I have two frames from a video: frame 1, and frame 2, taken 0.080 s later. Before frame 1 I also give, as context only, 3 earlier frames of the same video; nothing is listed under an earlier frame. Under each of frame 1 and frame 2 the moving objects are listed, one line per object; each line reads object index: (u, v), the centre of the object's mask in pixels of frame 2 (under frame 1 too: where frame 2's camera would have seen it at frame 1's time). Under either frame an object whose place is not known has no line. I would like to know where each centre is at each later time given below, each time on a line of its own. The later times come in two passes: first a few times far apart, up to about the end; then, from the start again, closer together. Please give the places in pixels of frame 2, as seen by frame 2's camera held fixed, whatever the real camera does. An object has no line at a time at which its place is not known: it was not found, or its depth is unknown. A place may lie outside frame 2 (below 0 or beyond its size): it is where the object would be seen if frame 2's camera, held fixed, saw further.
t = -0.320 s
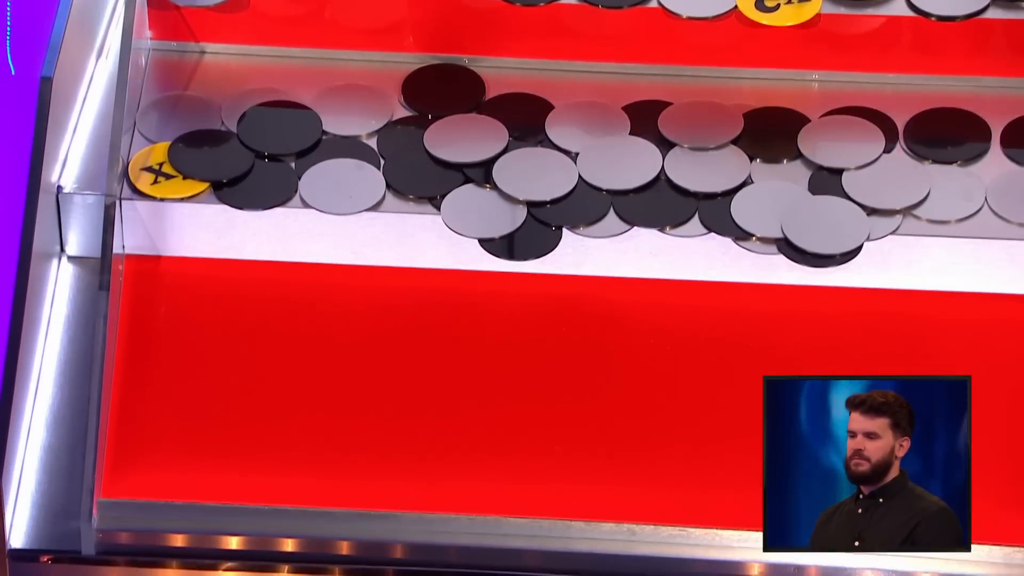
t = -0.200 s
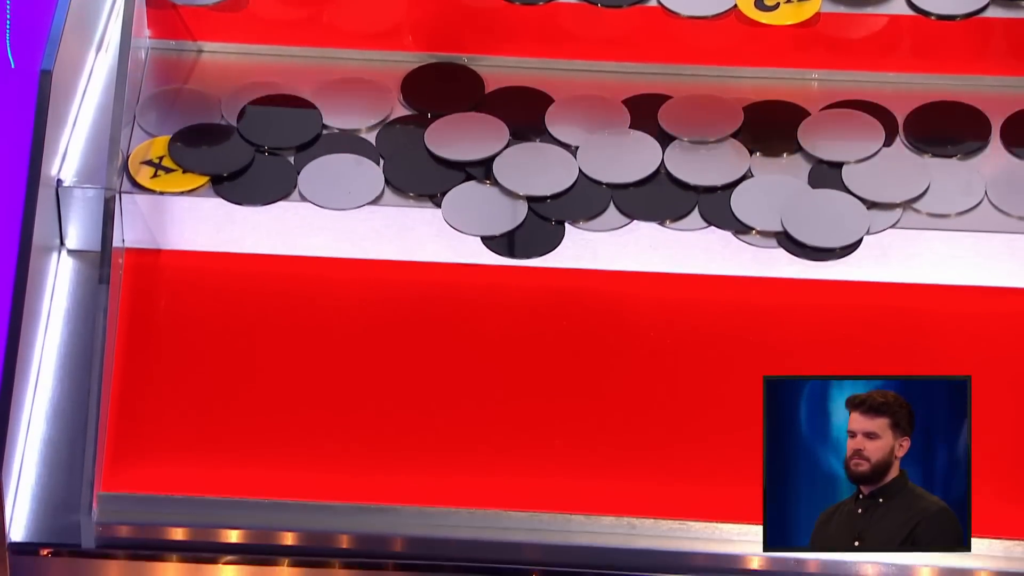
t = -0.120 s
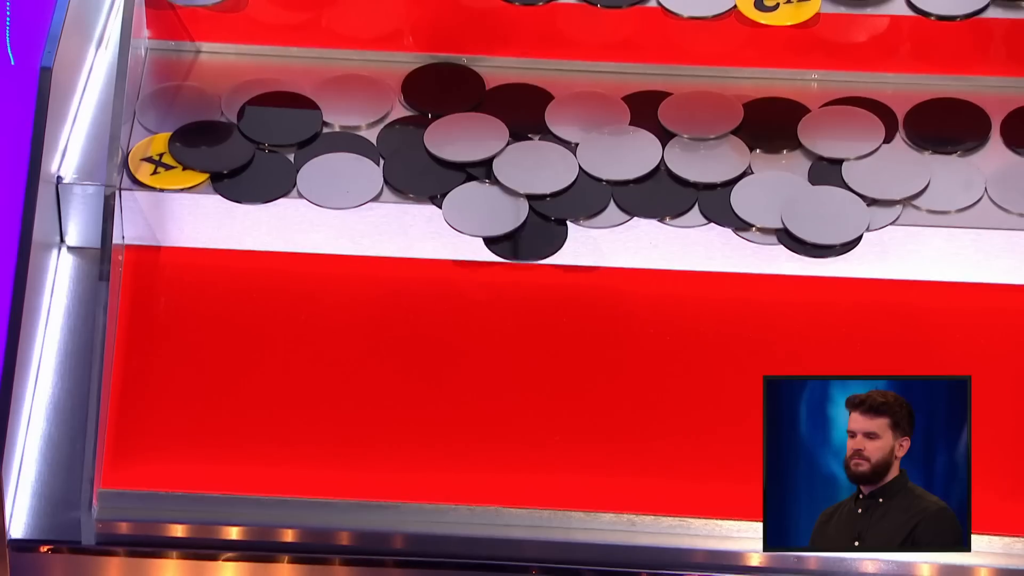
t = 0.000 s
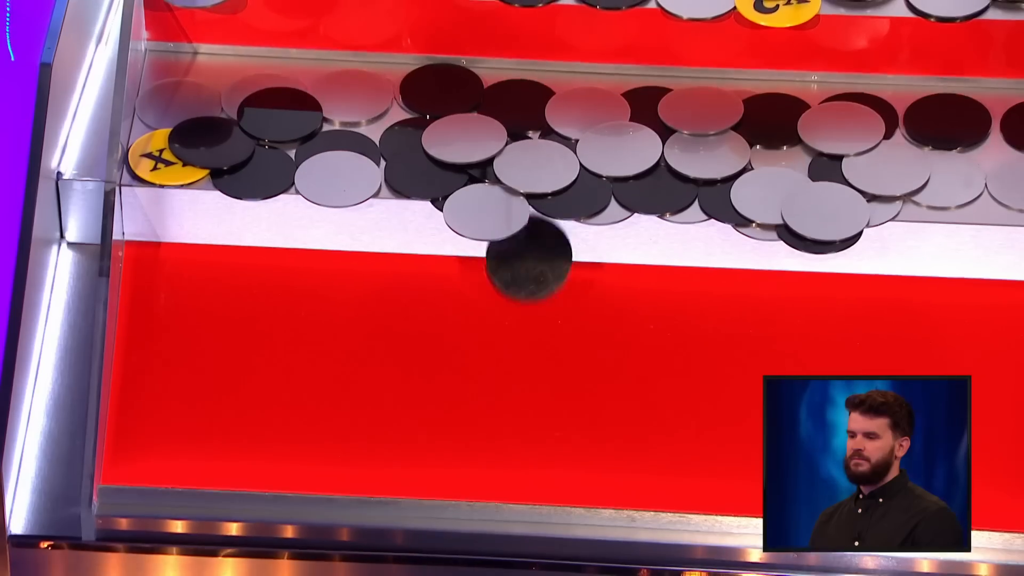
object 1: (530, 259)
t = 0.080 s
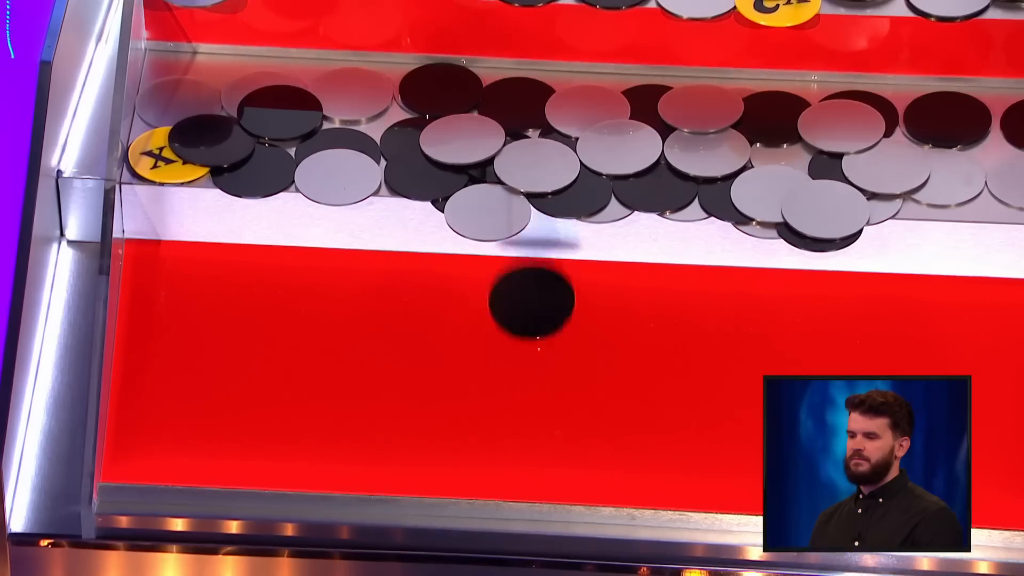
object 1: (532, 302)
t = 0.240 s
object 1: (531, 397)
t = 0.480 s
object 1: (534, 462)
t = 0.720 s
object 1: (538, 477)
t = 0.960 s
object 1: (539, 478)
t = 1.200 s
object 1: (538, 478)
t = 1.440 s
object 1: (538, 478)
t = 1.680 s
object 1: (538, 478)
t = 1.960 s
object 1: (539, 478)
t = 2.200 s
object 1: (539, 478)
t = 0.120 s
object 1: (532, 320)
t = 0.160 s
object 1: (532, 341)
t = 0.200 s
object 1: (532, 367)
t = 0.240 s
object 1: (531, 397)
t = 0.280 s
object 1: (531, 430)
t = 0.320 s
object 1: (530, 465)
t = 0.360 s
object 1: (530, 476)
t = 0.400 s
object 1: (532, 469)
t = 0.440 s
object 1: (533, 464)
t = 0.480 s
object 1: (534, 462)
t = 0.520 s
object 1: (535, 463)
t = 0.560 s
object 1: (536, 467)
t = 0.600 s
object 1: (536, 472)
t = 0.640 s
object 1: (537, 478)
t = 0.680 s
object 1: (538, 477)
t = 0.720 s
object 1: (538, 477)
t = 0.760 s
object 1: (538, 478)
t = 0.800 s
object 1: (539, 478)
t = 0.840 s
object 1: (539, 478)
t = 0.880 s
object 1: (539, 478)
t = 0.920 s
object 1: (539, 478)
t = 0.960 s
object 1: (539, 478)
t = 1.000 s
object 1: (538, 478)
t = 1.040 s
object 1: (538, 478)
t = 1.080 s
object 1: (538, 478)
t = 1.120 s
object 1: (538, 478)
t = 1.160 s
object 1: (538, 478)
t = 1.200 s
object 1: (538, 478)
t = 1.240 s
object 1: (538, 478)
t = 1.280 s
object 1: (538, 478)
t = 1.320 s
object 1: (539, 478)
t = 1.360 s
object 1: (538, 478)
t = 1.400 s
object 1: (538, 478)
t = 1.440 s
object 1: (538, 478)
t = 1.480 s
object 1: (538, 478)
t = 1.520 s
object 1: (538, 478)
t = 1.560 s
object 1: (538, 478)
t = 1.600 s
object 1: (538, 478)
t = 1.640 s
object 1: (538, 478)
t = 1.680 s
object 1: (538, 478)
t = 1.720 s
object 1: (538, 478)
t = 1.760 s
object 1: (539, 478)
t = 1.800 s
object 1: (539, 478)
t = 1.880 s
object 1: (538, 478)
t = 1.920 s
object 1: (539, 478)
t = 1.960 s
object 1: (539, 478)
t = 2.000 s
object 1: (539, 478)
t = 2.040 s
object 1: (539, 478)
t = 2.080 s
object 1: (539, 478)
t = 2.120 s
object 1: (539, 478)
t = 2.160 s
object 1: (539, 478)
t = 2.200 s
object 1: (539, 478)
